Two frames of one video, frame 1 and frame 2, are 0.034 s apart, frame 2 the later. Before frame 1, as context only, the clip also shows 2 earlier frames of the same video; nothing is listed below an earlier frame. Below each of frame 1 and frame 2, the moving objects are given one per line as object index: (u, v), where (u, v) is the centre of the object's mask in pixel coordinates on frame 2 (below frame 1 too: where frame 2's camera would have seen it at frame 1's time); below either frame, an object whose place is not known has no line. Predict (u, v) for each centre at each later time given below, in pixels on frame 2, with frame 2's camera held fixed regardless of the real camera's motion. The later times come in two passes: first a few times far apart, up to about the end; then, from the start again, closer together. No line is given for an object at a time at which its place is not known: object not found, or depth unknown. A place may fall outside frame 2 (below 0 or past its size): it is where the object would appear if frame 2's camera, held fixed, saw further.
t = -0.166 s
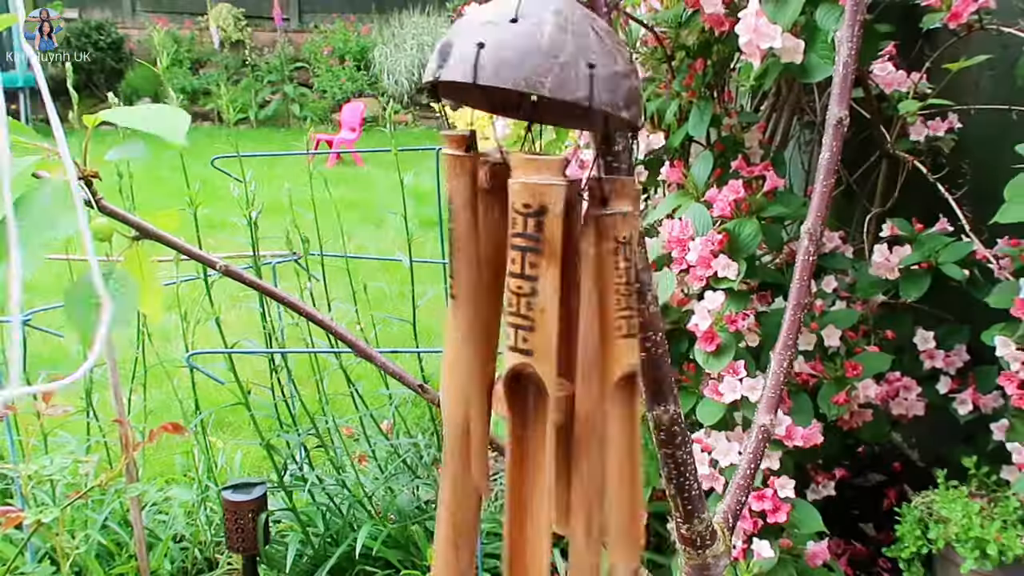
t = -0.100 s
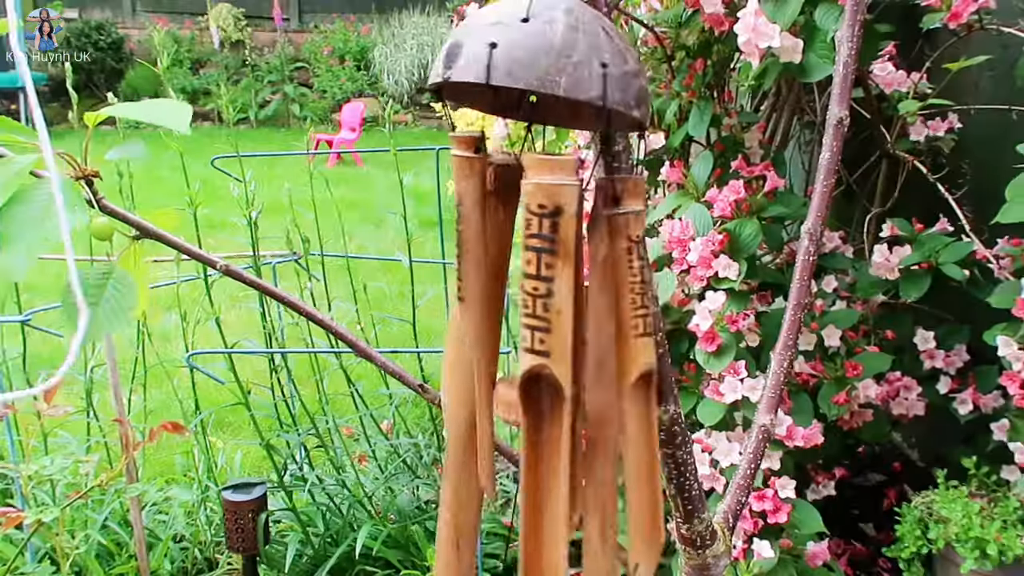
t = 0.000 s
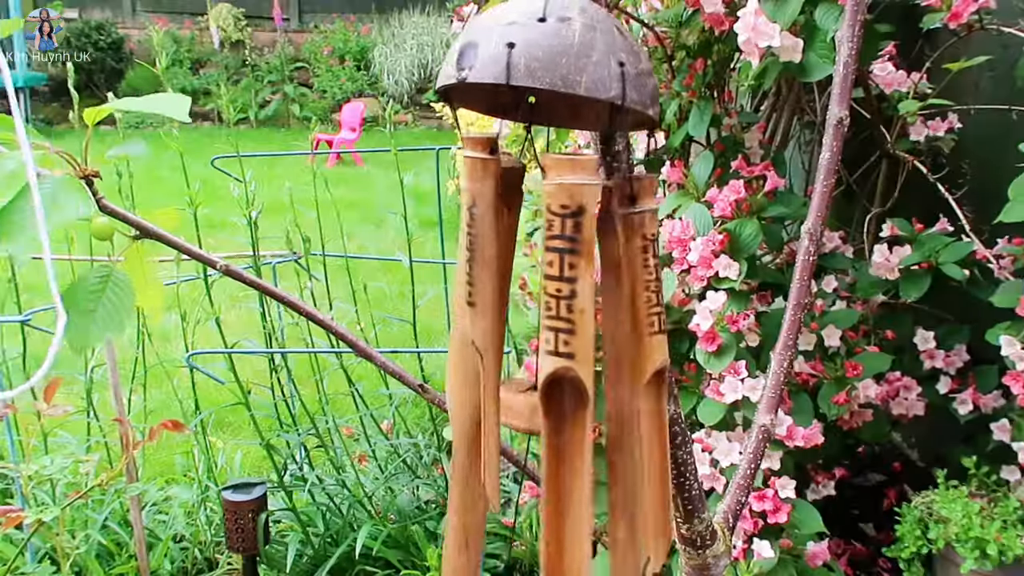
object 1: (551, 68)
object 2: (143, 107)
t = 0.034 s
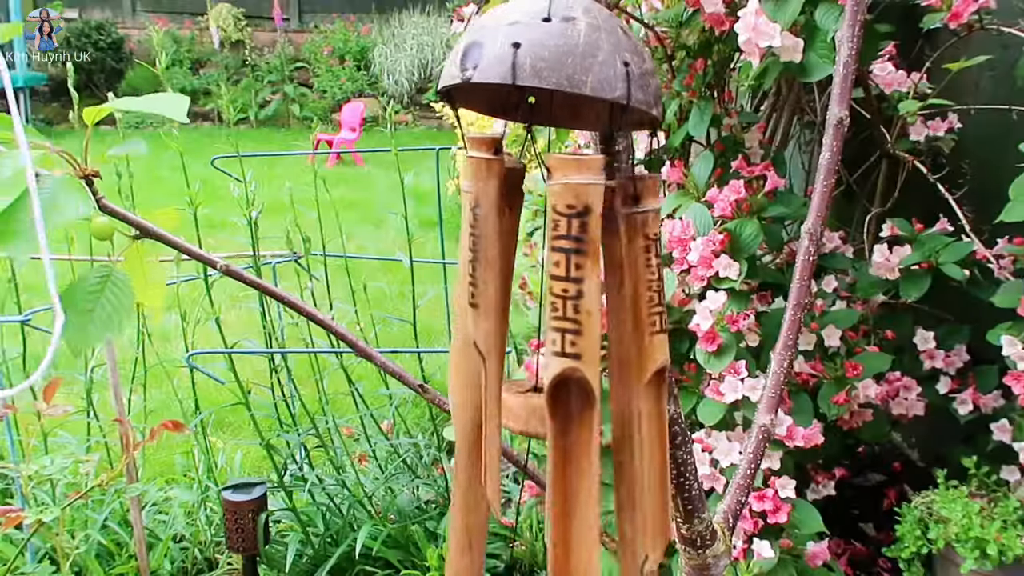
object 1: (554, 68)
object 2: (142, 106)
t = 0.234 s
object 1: (563, 69)
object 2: (141, 111)
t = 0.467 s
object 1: (555, 68)
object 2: (142, 110)
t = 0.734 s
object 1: (545, 68)
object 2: (136, 113)
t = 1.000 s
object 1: (539, 67)
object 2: (145, 120)
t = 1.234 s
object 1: (537, 66)
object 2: (138, 134)
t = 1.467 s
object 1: (543, 68)
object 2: (142, 130)
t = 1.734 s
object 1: (551, 68)
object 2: (141, 130)
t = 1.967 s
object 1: (560, 69)
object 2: (147, 121)
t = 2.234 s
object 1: (549, 69)
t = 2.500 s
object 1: (532, 67)
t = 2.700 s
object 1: (525, 66)
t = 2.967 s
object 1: (535, 67)
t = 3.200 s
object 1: (554, 70)
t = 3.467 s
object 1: (560, 70)
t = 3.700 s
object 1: (547, 68)
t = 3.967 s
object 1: (529, 65)
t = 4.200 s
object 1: (532, 67)
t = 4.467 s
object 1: (544, 68)
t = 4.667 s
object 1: (549, 69)
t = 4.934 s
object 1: (551, 69)
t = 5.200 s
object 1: (537, 67)
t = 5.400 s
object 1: (534, 67)
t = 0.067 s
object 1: (556, 68)
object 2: (141, 106)
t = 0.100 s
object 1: (558, 68)
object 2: (140, 107)
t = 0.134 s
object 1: (560, 69)
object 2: (141, 107)
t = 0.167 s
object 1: (563, 69)
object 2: (139, 108)
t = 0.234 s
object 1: (563, 69)
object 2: (141, 111)
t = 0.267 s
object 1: (563, 69)
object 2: (142, 111)
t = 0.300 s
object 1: (563, 69)
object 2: (141, 111)
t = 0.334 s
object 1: (562, 69)
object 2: (142, 110)
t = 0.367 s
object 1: (560, 69)
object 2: (142, 110)
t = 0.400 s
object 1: (558, 69)
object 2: (141, 110)
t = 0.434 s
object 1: (557, 69)
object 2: (141, 110)
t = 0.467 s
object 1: (555, 68)
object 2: (142, 110)
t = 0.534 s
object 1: (550, 68)
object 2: (142, 113)
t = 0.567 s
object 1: (549, 68)
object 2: (142, 114)
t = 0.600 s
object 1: (548, 68)
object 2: (141, 114)
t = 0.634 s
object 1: (547, 68)
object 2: (141, 113)
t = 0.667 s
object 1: (546, 68)
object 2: (139, 112)
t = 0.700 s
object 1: (546, 68)
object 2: (136, 111)
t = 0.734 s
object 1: (545, 68)
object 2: (136, 113)
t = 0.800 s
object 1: (544, 68)
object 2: (142, 119)
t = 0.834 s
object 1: (544, 68)
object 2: (145, 121)
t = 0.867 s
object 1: (543, 68)
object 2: (146, 121)
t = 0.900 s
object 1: (542, 68)
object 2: (146, 118)
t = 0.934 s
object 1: (541, 68)
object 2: (145, 117)
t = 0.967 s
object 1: (540, 67)
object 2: (145, 118)
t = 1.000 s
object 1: (539, 67)
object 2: (145, 120)
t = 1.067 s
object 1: (537, 66)
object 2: (142, 128)
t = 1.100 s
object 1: (537, 66)
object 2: (140, 129)
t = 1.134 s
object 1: (536, 66)
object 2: (139, 128)
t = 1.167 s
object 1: (536, 66)
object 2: (138, 128)
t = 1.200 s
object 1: (537, 66)
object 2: (138, 132)
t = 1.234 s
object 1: (537, 66)
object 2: (138, 134)
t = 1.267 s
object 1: (538, 66)
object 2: (137, 129)
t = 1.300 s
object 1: (539, 67)
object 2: (134, 118)
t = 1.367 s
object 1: (541, 67)
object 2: (125, 108)
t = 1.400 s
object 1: (542, 67)
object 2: (131, 111)
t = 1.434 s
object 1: (543, 68)
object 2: (137, 119)
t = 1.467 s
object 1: (543, 68)
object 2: (142, 130)
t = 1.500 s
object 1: (544, 68)
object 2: (146, 139)
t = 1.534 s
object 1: (545, 68)
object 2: (146, 138)
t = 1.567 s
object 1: (546, 68)
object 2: (144, 128)
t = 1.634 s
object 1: (548, 68)
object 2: (137, 120)
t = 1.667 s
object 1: (549, 68)
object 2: (138, 124)
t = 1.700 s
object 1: (550, 68)
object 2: (139, 128)
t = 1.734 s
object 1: (551, 68)
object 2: (141, 130)
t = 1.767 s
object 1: (553, 68)
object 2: (144, 133)
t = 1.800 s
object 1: (554, 68)
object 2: (146, 131)
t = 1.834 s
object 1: (555, 68)
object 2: (146, 125)
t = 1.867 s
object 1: (557, 69)
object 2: (147, 121)
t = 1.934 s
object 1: (559, 69)
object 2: (148, 121)
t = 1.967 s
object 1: (560, 69)
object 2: (147, 121)
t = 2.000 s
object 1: (560, 69)
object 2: (146, 123)
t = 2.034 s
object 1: (559, 70)
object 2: (146, 127)
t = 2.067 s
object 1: (558, 70)
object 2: (145, 130)
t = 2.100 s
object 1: (557, 70)
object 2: (145, 131)
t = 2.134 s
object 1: (556, 70)
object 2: (146, 131)
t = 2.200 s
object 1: (552, 70)
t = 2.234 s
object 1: (549, 69)
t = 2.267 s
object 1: (547, 69)
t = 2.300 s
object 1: (545, 68)
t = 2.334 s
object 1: (542, 68)
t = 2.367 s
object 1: (540, 68)
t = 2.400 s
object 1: (538, 67)
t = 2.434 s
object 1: (536, 67)
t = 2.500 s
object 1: (532, 67)
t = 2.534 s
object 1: (529, 66)
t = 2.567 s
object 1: (529, 67)
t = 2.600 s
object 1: (527, 67)
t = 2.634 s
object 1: (526, 66)
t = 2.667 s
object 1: (524, 66)
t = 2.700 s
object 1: (525, 66)
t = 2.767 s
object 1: (525, 66)
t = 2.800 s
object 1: (526, 65)
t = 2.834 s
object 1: (526, 66)
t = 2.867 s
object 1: (528, 65)
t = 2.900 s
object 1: (530, 66)
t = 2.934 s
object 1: (532, 67)
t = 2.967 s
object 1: (535, 67)
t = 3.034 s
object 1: (540, 69)
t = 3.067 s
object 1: (543, 69)
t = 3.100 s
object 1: (546, 69)
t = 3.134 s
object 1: (548, 70)
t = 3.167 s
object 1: (551, 70)
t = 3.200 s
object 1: (554, 70)
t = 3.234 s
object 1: (556, 70)
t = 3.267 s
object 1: (558, 70)
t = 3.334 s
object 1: (560, 70)
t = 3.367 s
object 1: (560, 70)
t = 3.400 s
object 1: (561, 70)
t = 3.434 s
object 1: (560, 70)
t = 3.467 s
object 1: (560, 70)
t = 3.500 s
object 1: (559, 69)
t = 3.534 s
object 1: (558, 70)
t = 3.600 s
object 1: (553, 69)
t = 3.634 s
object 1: (551, 69)
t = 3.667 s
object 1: (549, 68)
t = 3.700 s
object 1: (547, 68)
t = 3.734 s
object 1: (544, 67)
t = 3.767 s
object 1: (541, 67)
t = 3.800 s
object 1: (539, 66)
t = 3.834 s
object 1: (537, 66)
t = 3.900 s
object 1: (532, 65)
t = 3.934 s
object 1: (530, 65)
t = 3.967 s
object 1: (529, 65)
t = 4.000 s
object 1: (529, 65)
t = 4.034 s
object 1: (528, 65)
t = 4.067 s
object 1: (529, 66)
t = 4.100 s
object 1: (529, 66)
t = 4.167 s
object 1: (531, 66)
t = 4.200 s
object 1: (532, 67)
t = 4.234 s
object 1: (534, 67)
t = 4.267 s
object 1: (535, 67)
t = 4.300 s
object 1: (537, 67)
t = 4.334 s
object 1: (538, 68)
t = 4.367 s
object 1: (540, 68)
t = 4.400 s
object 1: (541, 68)
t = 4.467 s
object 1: (544, 68)
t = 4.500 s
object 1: (545, 68)
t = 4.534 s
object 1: (545, 69)
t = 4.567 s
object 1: (546, 69)
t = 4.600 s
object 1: (547, 69)
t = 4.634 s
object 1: (548, 69)
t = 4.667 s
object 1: (549, 69)
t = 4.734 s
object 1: (551, 69)
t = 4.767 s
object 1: (552, 68)
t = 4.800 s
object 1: (553, 69)
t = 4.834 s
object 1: (553, 69)
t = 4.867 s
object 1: (553, 69)
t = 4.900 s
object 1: (552, 69)
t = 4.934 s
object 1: (551, 69)
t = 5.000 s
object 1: (548, 69)
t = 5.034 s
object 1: (546, 68)
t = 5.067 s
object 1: (544, 68)
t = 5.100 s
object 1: (542, 68)
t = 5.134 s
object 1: (540, 67)
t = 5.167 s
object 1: (538, 67)
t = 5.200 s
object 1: (537, 67)
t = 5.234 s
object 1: (536, 66)
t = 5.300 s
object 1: (535, 67)
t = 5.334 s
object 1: (534, 67)
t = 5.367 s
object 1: (534, 67)
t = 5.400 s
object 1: (534, 67)
